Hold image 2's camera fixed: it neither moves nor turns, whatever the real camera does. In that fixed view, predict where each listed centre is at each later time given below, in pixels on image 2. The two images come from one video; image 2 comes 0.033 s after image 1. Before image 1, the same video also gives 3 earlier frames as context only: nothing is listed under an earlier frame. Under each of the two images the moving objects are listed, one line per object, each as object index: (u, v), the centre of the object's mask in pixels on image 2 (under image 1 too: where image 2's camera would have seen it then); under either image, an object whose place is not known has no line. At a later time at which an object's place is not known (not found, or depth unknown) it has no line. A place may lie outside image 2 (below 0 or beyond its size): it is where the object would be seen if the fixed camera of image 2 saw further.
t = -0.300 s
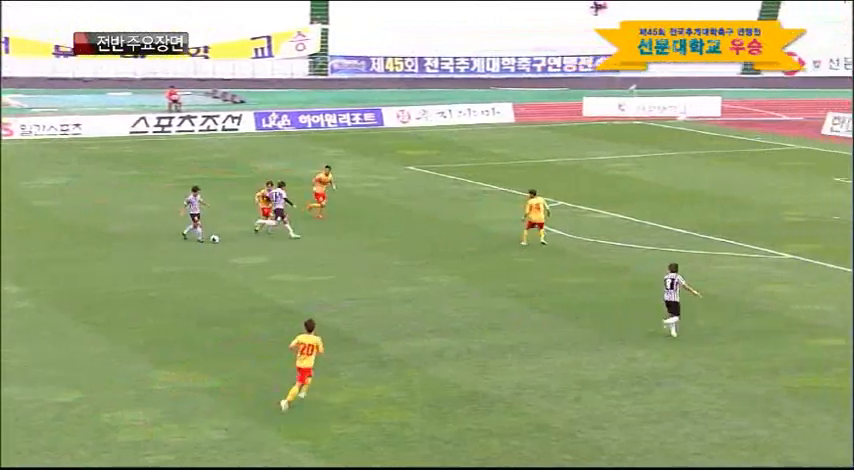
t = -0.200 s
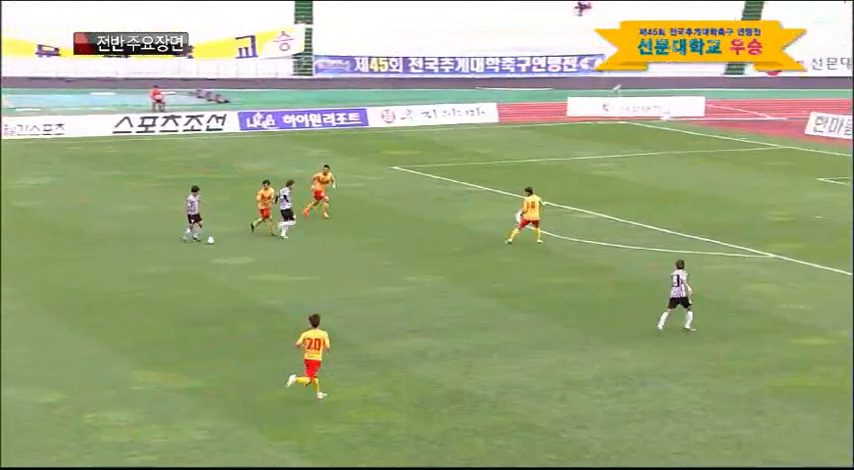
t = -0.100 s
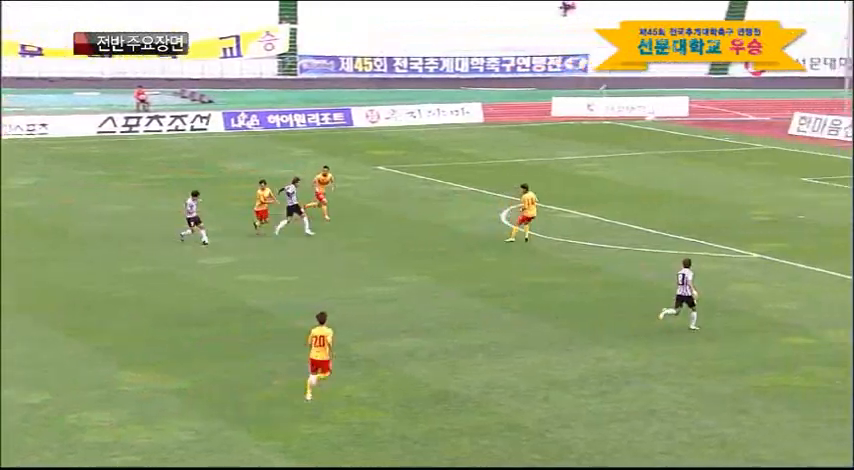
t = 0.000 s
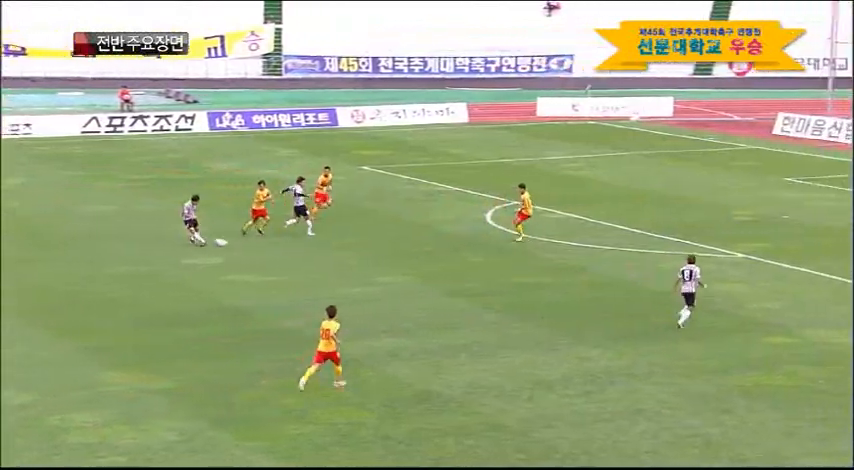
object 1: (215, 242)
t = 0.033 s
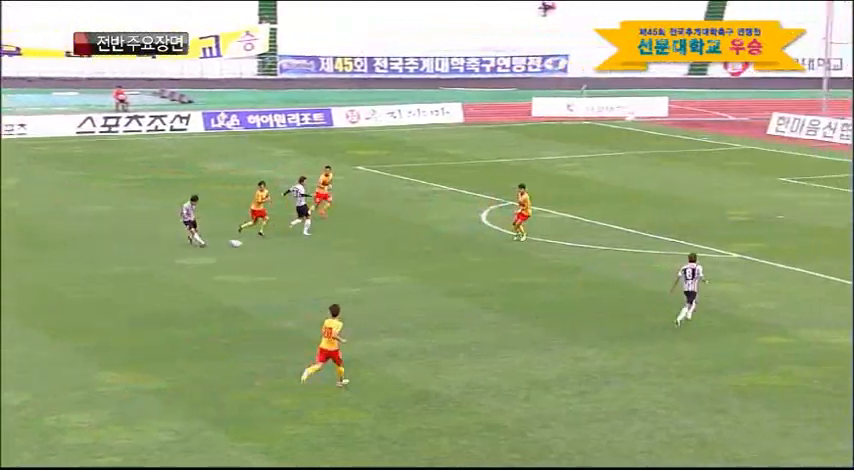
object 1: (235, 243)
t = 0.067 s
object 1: (255, 244)
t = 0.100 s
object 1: (274, 244)
